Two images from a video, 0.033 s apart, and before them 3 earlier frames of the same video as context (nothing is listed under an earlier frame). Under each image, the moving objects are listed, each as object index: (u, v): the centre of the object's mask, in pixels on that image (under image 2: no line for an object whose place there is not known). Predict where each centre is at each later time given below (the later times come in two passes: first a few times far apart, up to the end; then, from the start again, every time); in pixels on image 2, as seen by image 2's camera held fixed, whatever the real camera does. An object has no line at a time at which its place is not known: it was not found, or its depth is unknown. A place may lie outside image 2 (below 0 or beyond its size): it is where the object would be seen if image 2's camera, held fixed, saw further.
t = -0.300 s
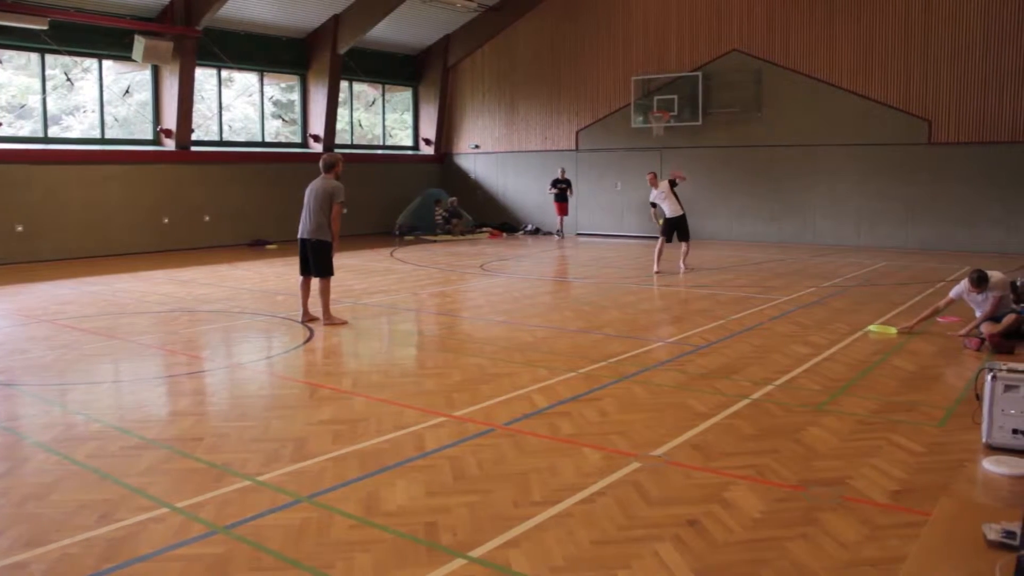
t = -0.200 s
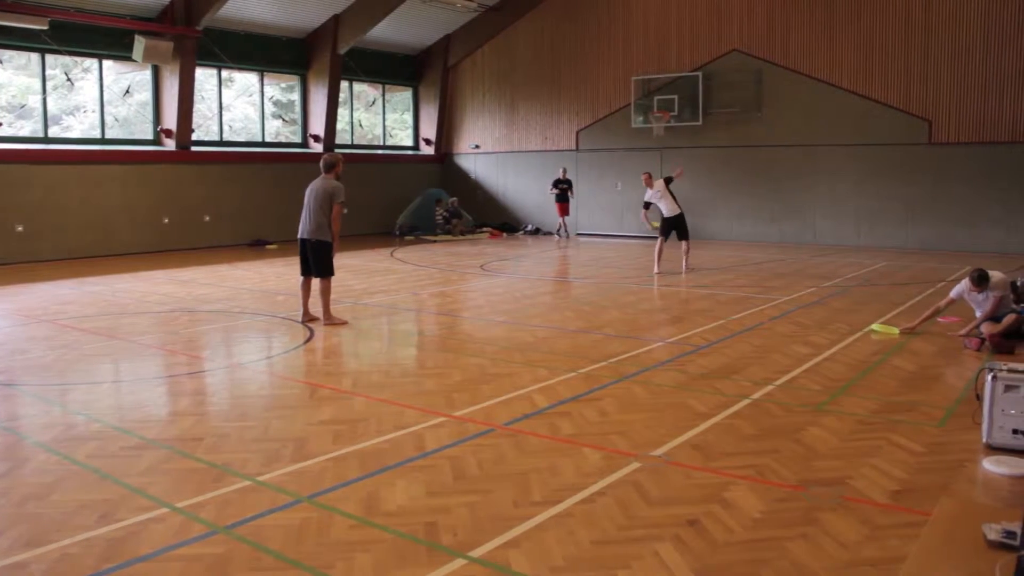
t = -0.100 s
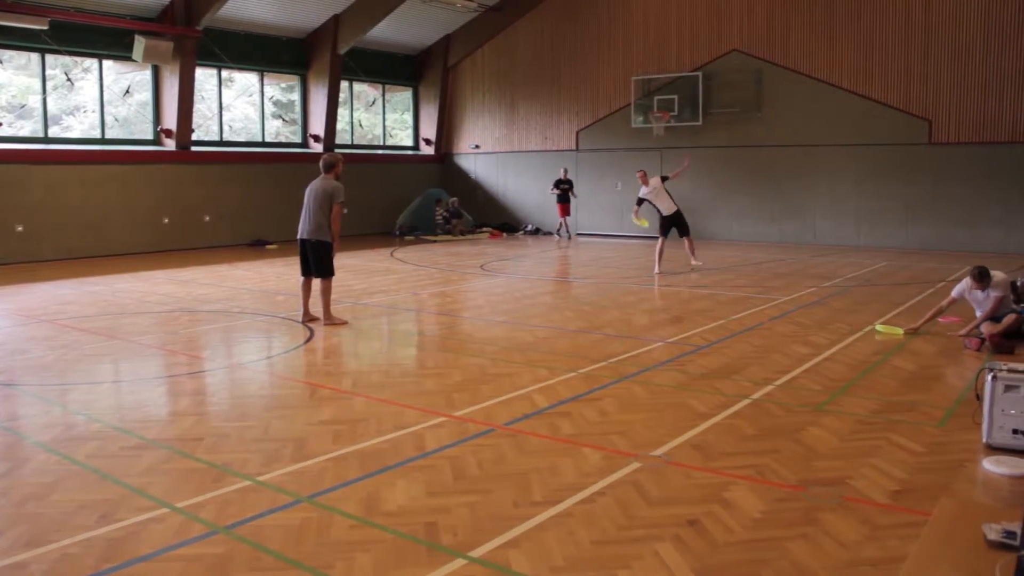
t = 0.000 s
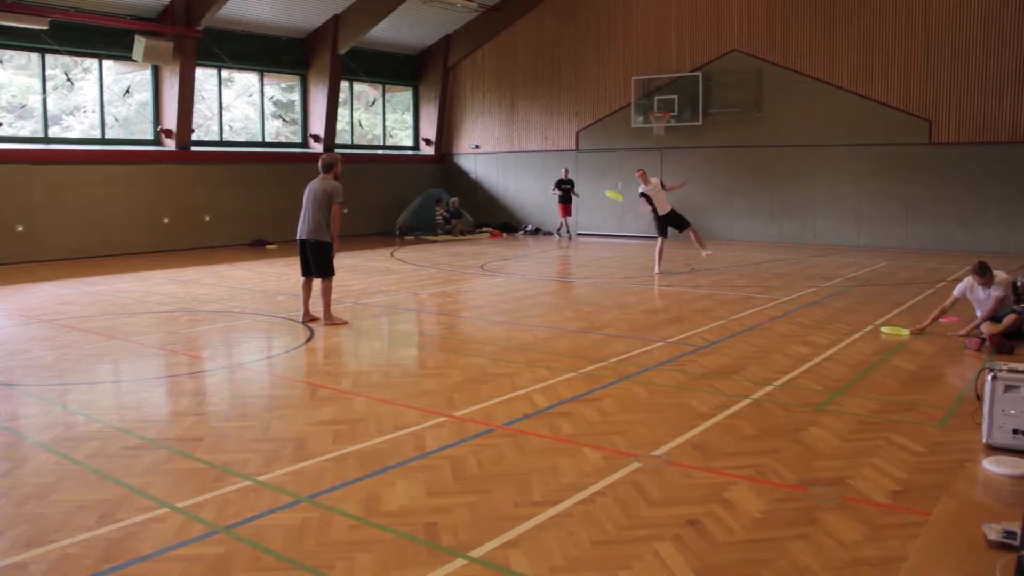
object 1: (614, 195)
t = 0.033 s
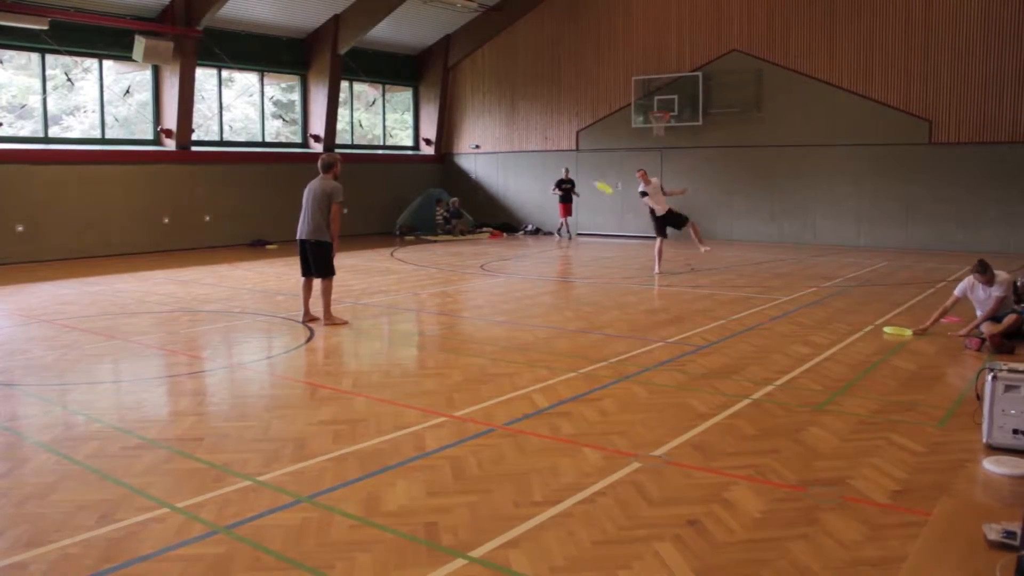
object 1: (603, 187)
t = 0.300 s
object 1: (522, 136)
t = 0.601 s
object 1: (431, 106)
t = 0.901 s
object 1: (344, 109)
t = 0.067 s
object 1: (594, 180)
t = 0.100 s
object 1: (583, 172)
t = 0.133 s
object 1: (573, 165)
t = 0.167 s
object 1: (563, 159)
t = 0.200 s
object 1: (554, 153)
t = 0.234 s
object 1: (543, 147)
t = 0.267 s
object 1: (532, 142)
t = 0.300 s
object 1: (522, 136)
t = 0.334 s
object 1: (511, 131)
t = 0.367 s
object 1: (502, 127)
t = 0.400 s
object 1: (491, 123)
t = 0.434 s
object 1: (481, 119)
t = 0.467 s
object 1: (471, 116)
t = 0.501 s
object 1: (460, 113)
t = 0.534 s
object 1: (450, 111)
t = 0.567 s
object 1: (441, 109)
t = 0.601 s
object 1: (431, 106)
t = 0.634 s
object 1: (420, 105)
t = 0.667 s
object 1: (412, 105)
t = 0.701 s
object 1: (401, 104)
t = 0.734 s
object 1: (393, 103)
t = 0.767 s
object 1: (382, 104)
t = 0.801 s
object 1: (374, 105)
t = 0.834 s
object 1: (365, 106)
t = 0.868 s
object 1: (355, 107)
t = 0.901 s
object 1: (344, 109)
